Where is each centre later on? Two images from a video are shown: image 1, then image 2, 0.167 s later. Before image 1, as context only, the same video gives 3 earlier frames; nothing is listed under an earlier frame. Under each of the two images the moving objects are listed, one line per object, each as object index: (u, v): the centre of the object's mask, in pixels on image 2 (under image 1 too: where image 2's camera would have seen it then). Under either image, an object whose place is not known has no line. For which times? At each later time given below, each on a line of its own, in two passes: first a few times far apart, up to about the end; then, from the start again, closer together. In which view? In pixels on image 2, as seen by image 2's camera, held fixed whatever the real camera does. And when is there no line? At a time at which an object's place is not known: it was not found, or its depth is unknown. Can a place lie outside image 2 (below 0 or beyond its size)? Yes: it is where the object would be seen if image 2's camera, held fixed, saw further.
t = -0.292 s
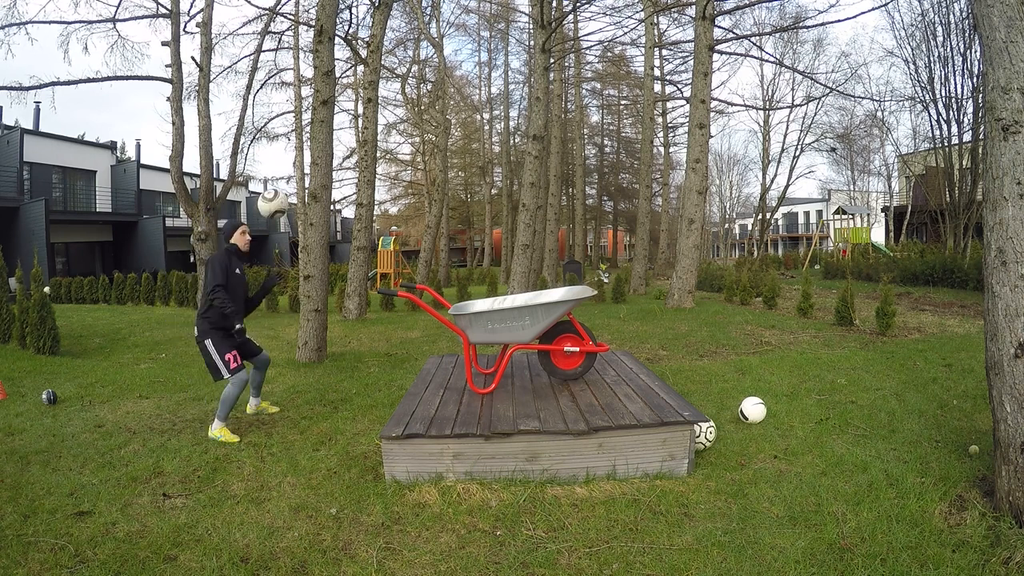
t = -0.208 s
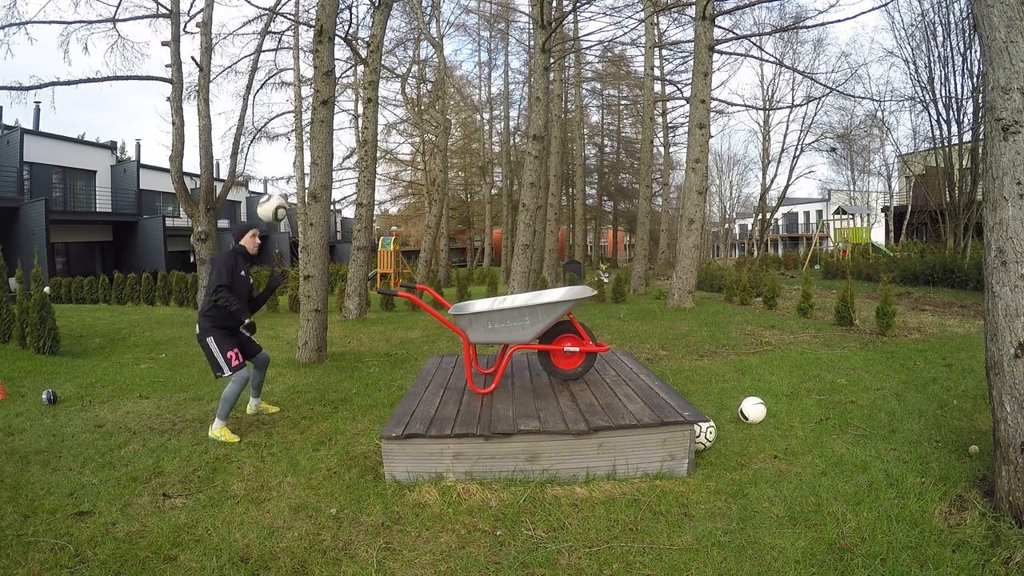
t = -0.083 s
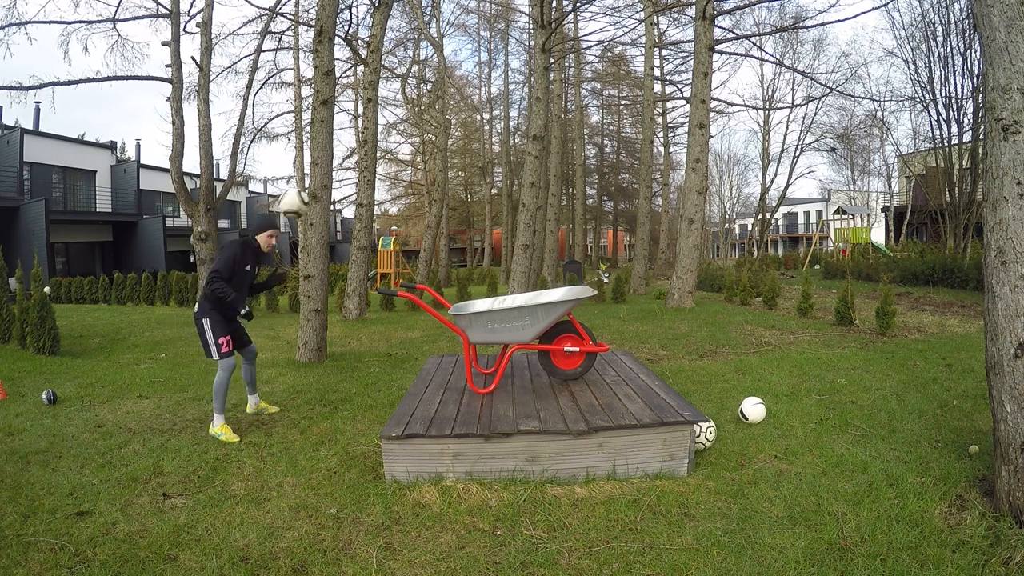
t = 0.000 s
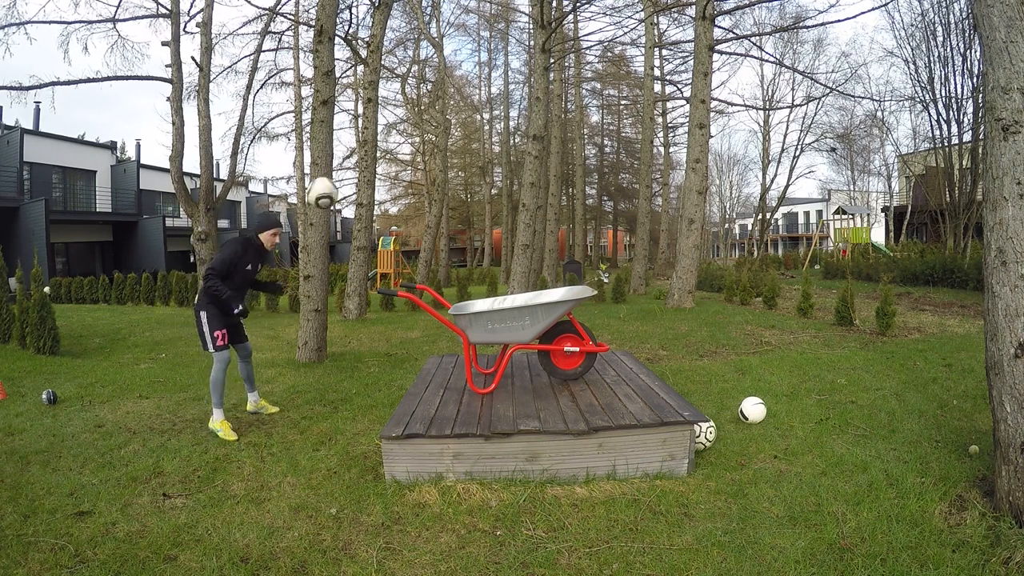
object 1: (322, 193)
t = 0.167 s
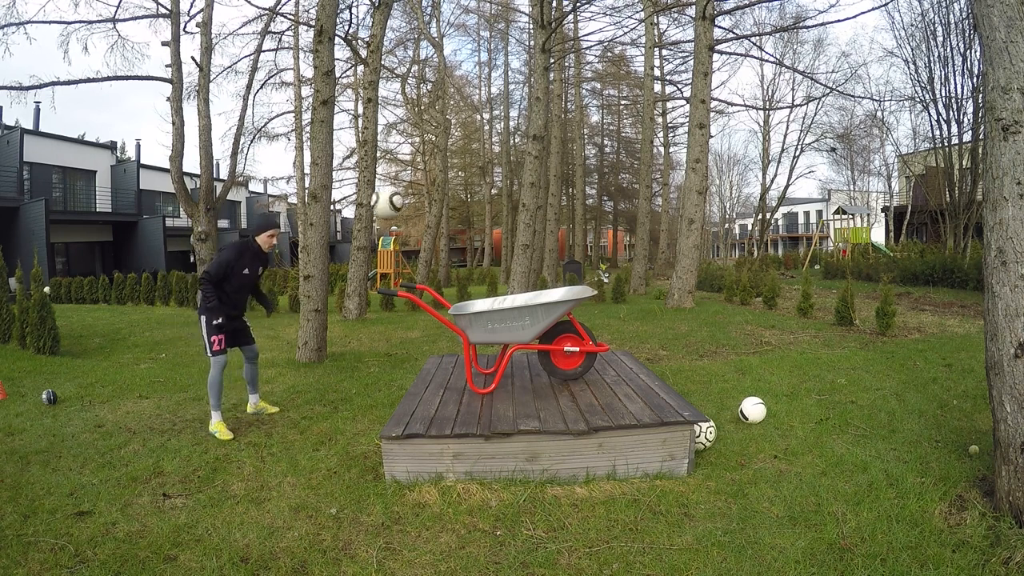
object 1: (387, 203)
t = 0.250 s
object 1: (423, 224)
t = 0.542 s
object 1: (534, 285)
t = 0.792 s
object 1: (587, 251)
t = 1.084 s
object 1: (652, 335)
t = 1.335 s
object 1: (721, 326)
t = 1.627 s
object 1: (796, 373)
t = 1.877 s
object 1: (851, 379)
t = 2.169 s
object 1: (904, 394)
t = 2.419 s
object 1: (943, 389)
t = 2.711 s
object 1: (974, 379)
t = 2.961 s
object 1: (981, 374)
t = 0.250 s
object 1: (423, 224)
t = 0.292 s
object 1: (442, 239)
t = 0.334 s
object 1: (462, 259)
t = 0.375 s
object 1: (481, 280)
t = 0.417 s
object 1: (500, 298)
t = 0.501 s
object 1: (523, 293)
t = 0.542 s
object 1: (534, 285)
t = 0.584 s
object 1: (543, 272)
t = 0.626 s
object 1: (552, 264)
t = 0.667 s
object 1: (560, 257)
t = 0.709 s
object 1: (569, 252)
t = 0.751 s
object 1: (578, 250)
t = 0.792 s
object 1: (587, 251)
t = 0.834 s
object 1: (596, 254)
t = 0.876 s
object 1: (605, 260)
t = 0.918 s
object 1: (615, 269)
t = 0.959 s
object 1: (625, 281)
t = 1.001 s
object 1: (635, 296)
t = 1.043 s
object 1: (644, 315)
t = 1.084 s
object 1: (652, 335)
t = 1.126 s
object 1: (660, 358)
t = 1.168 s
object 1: (671, 357)
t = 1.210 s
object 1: (683, 345)
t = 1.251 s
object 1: (696, 337)
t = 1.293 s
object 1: (709, 330)
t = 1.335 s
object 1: (721, 326)
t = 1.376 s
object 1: (734, 326)
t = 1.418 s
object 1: (746, 327)
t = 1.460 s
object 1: (757, 332)
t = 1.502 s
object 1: (767, 339)
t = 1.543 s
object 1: (777, 348)
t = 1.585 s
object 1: (787, 359)
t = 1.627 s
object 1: (796, 373)
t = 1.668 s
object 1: (805, 389)
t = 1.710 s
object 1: (813, 406)
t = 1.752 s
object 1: (823, 398)
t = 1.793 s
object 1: (832, 390)
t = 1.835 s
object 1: (843, 383)
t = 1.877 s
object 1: (851, 379)
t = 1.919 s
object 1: (859, 377)
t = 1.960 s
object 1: (867, 378)
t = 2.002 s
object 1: (875, 380)
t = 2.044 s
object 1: (882, 385)
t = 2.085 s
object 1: (889, 392)
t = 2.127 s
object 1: (896, 397)
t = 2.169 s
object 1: (904, 394)
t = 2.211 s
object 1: (911, 393)
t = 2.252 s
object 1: (917, 393)
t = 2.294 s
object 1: (924, 393)
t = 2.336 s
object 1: (930, 392)
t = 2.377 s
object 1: (936, 391)
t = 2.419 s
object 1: (943, 389)
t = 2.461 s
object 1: (949, 389)
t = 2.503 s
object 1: (954, 387)
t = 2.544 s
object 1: (959, 384)
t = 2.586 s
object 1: (964, 383)
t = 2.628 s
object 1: (969, 382)
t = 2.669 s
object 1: (972, 381)
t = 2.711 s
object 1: (974, 379)
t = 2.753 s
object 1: (976, 378)
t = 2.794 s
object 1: (978, 378)
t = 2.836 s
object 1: (979, 376)
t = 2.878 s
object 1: (980, 375)
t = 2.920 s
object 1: (981, 375)
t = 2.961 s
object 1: (981, 374)
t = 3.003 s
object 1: (982, 372)
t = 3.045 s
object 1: (982, 372)
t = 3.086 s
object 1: (982, 368)
